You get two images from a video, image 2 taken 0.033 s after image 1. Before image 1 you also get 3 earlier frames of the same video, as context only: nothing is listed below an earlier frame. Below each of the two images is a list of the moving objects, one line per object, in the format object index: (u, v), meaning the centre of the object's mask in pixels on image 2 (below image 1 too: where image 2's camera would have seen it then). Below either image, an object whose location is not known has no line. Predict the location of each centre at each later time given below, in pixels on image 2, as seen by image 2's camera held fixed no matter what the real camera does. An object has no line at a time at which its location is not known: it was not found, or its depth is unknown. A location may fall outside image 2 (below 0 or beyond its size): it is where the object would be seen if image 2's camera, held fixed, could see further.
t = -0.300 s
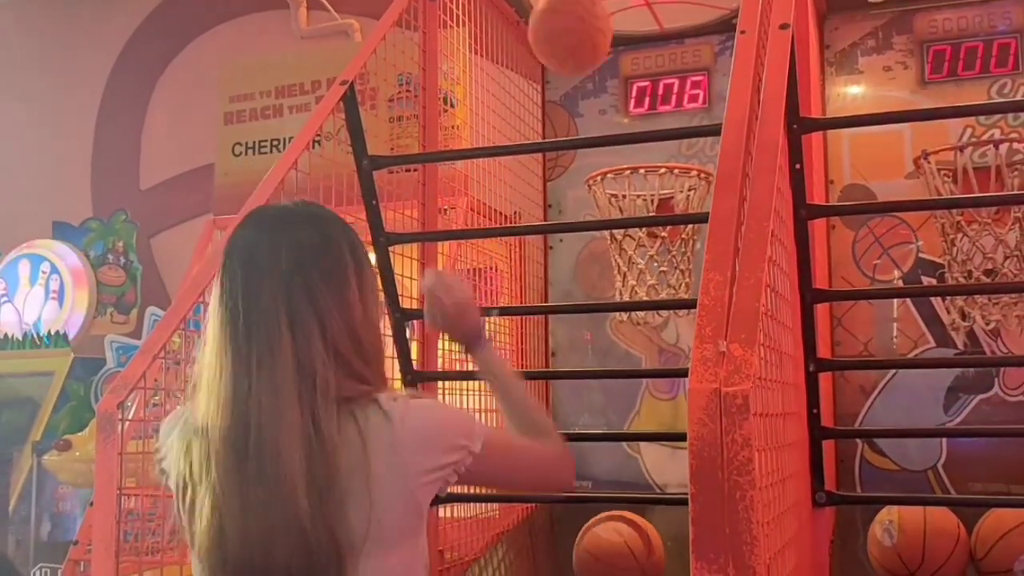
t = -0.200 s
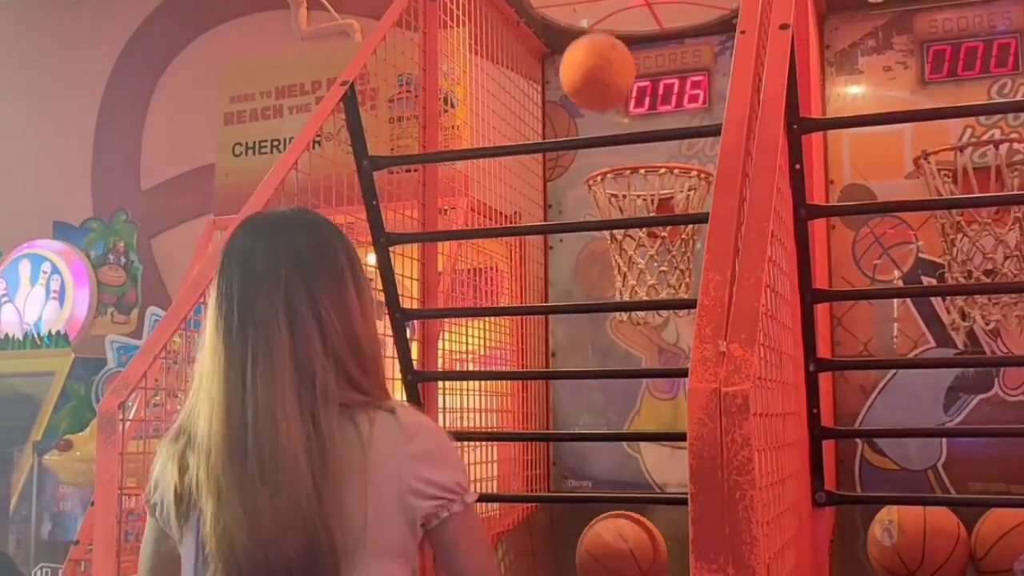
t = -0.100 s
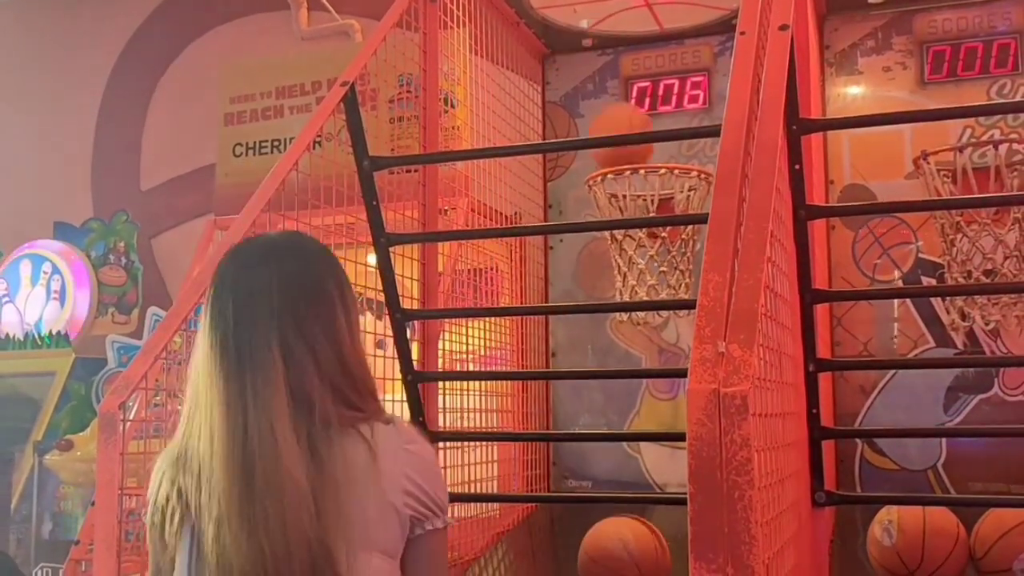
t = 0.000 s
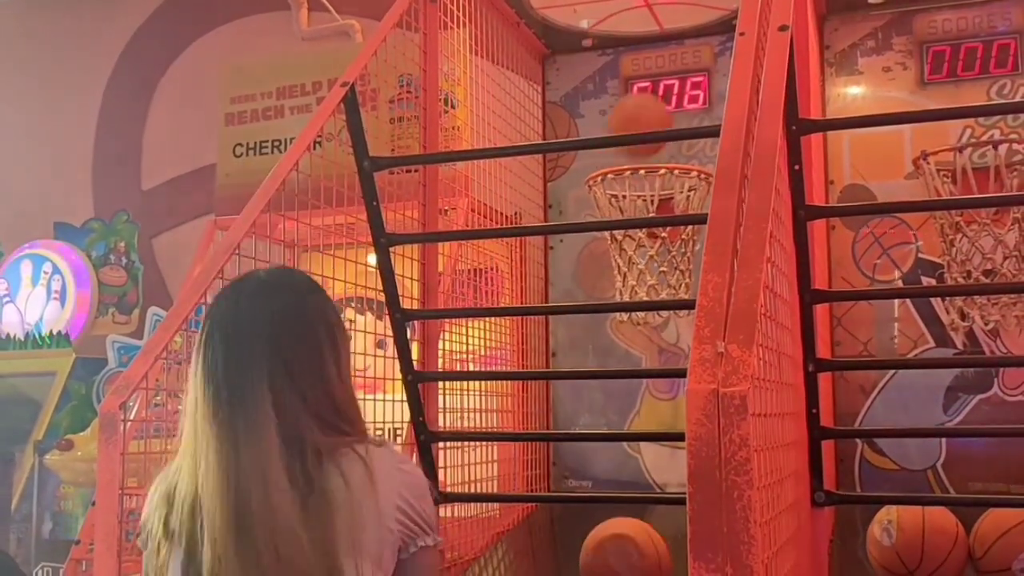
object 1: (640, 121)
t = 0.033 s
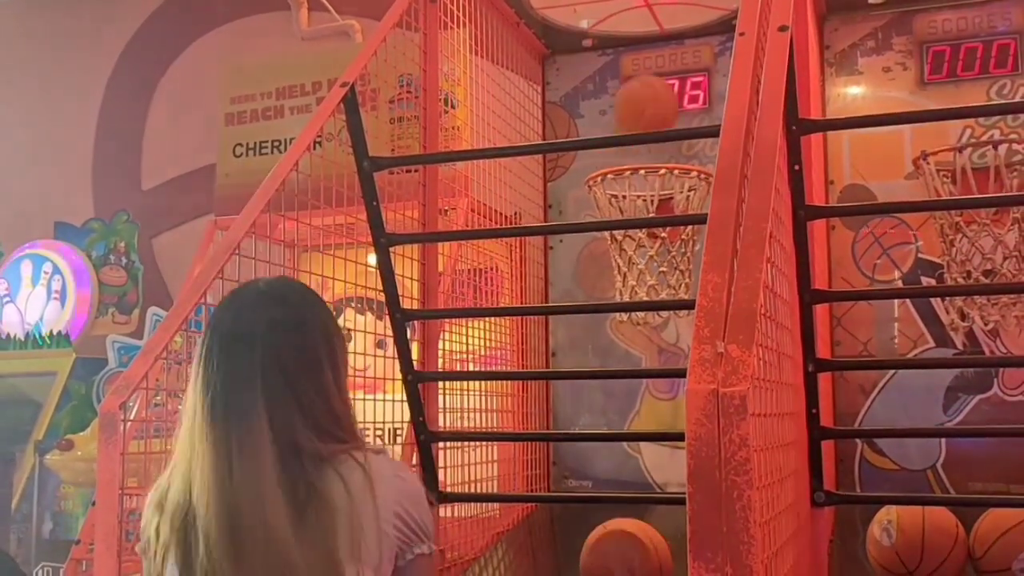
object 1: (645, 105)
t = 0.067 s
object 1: (651, 95)
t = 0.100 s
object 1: (658, 81)
